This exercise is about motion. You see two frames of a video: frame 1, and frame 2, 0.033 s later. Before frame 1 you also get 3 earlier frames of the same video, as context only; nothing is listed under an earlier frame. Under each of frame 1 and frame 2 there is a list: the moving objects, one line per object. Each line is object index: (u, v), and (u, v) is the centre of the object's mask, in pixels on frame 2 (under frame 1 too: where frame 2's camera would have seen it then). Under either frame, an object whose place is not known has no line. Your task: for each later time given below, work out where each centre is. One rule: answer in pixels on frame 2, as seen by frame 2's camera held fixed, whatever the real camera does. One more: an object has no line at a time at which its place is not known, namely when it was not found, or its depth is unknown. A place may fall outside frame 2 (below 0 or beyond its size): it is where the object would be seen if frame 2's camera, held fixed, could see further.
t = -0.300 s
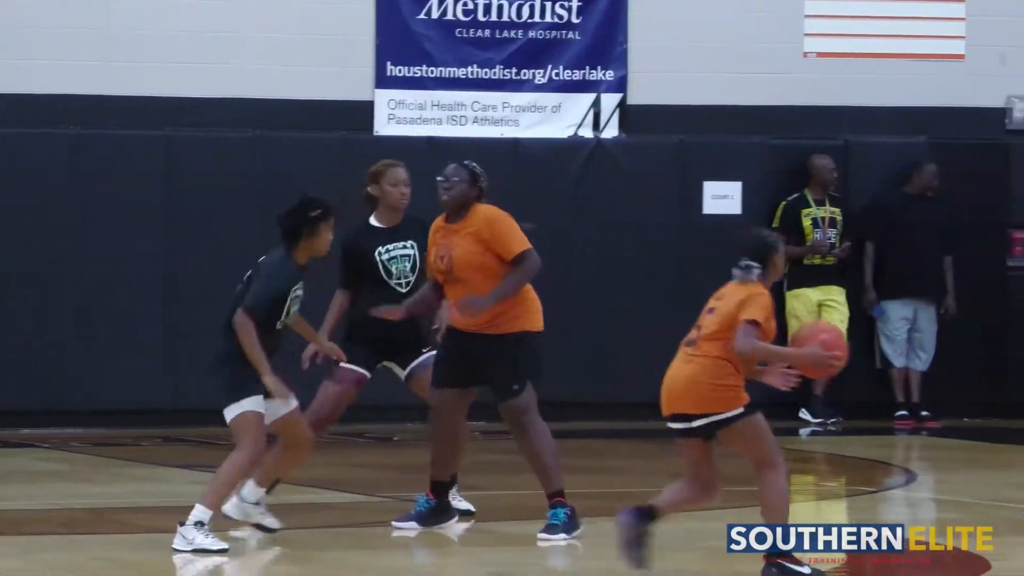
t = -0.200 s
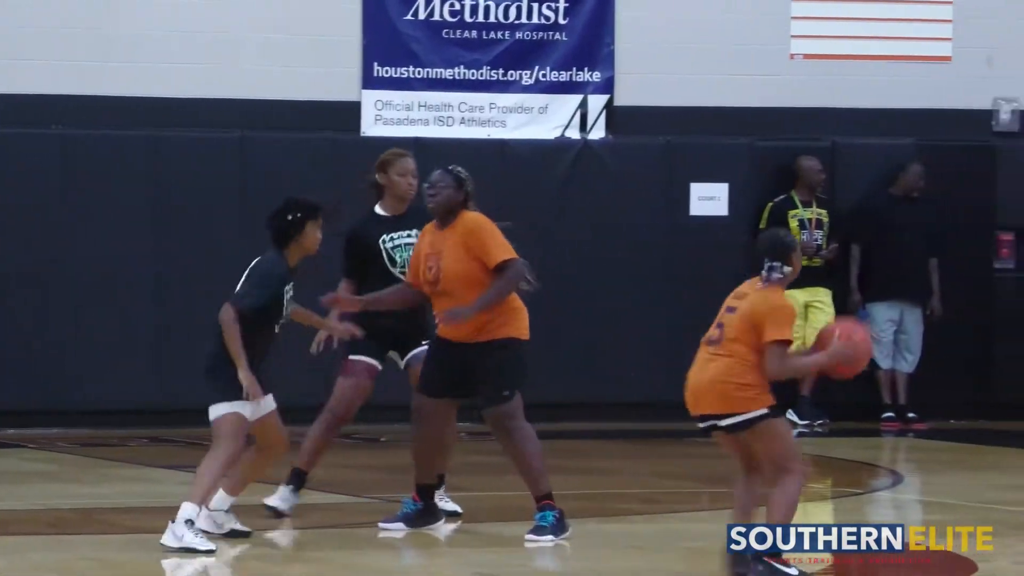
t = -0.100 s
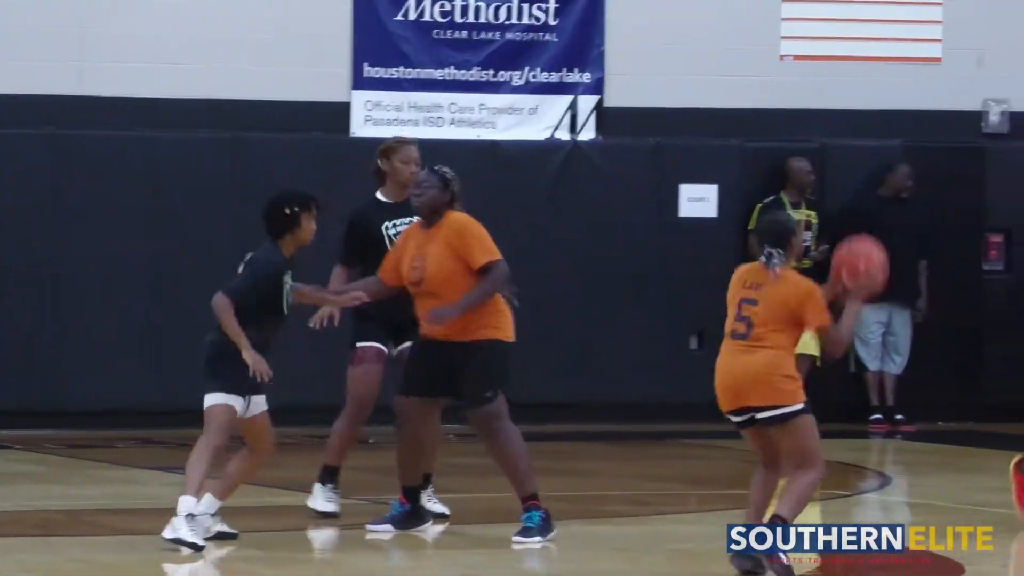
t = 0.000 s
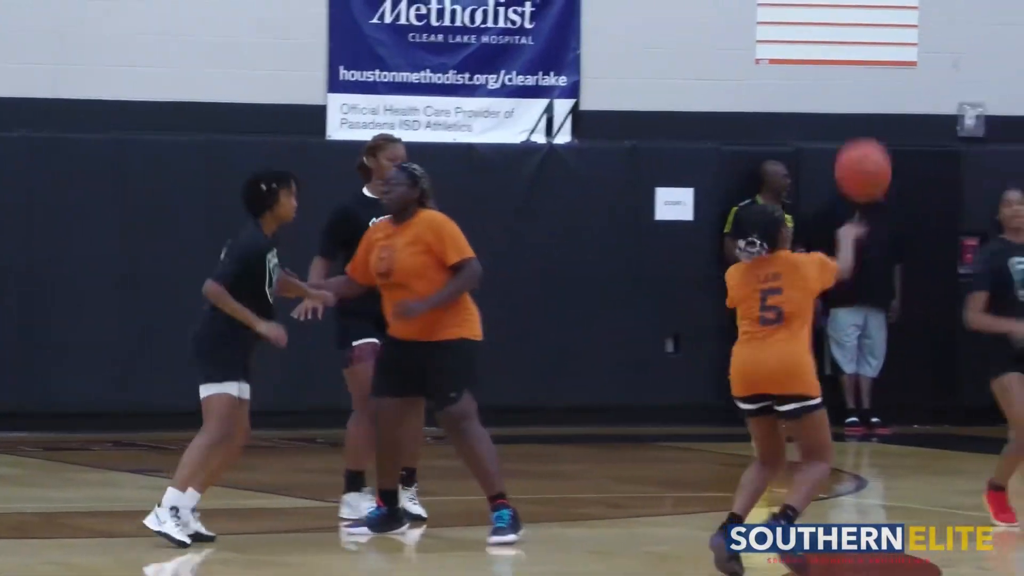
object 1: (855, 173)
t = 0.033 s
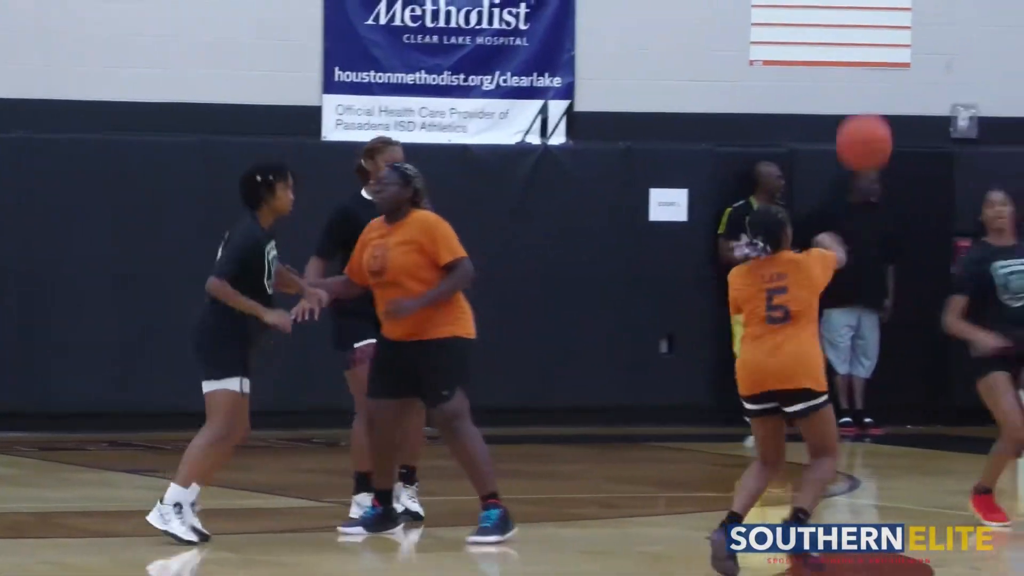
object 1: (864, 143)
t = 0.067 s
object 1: (871, 118)
